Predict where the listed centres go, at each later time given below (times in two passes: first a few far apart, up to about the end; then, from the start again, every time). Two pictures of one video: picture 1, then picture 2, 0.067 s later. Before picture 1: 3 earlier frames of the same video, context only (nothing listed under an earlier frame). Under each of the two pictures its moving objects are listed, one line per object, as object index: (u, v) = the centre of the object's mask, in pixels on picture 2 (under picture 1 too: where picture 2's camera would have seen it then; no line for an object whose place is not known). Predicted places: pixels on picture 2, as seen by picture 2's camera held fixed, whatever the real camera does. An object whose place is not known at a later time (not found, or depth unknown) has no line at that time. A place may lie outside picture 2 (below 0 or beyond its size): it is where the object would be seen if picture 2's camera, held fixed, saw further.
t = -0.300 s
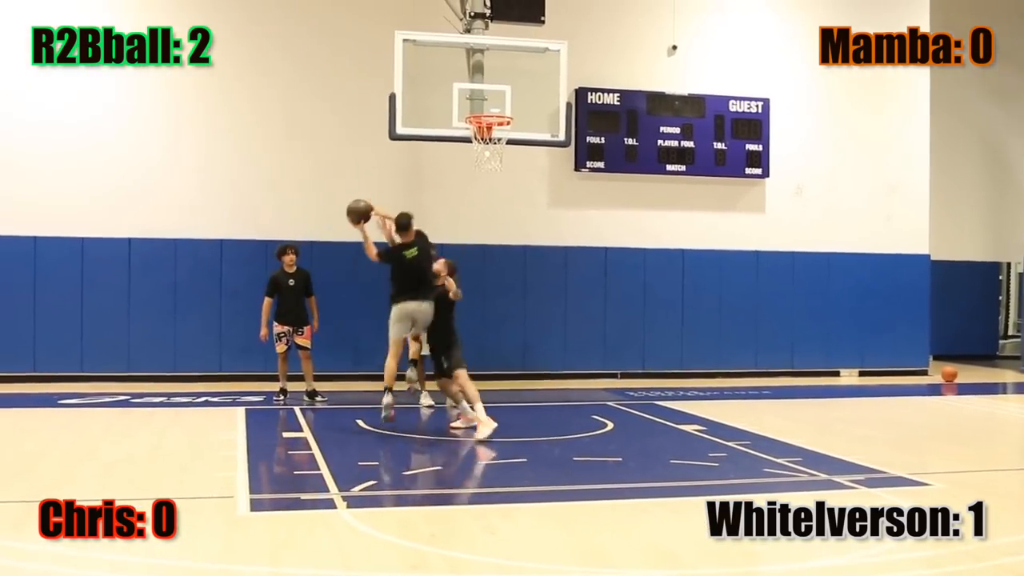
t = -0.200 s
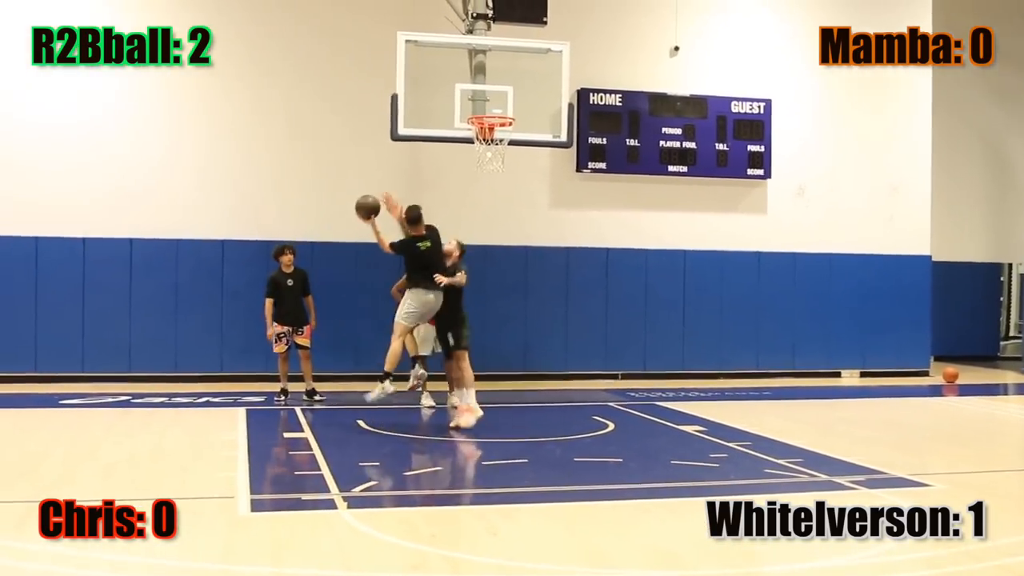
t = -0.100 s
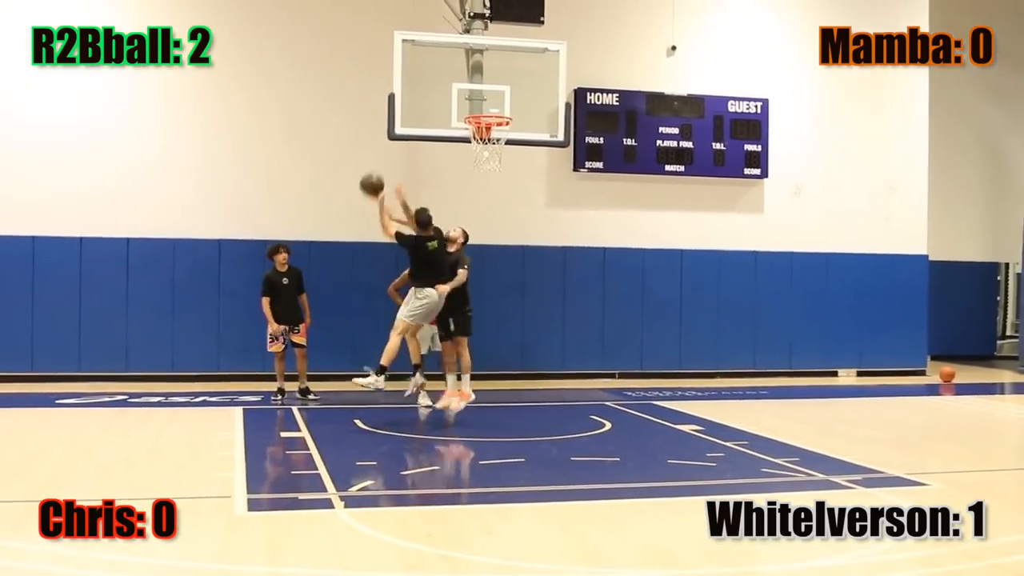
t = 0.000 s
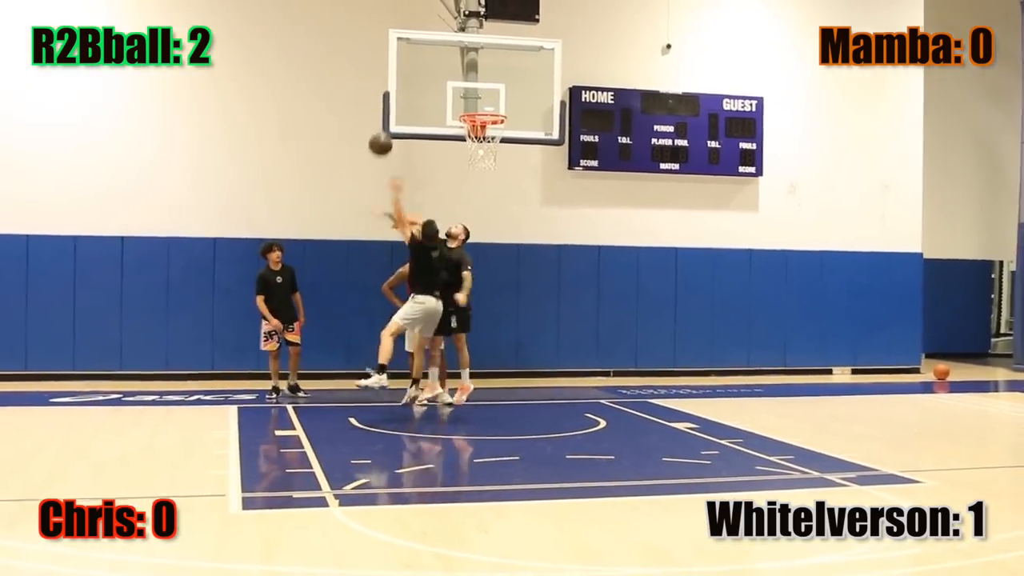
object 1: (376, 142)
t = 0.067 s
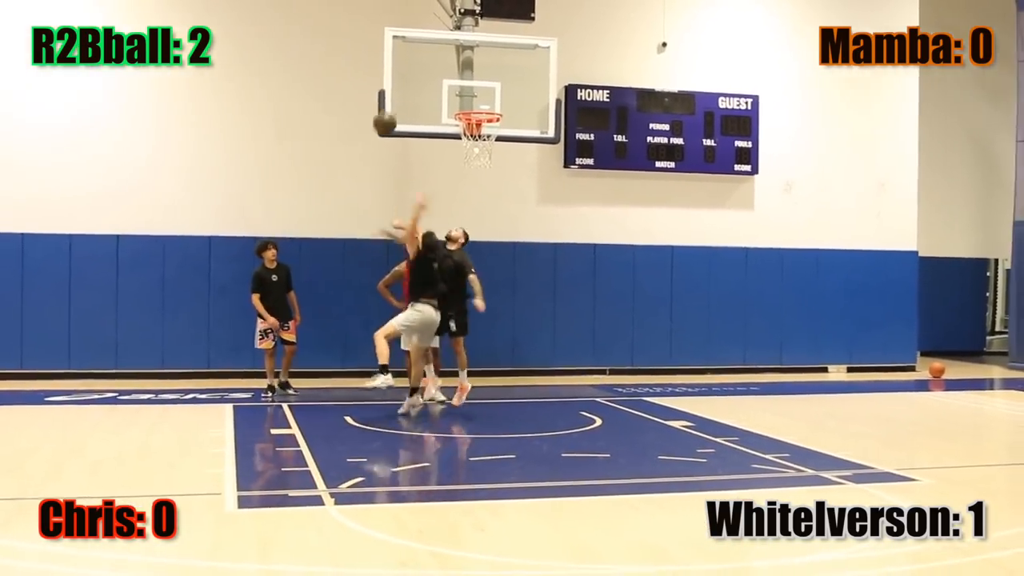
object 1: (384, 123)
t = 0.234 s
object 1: (405, 92)
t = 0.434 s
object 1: (430, 90)
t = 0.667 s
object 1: (458, 138)
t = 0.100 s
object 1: (389, 114)
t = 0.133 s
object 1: (394, 107)
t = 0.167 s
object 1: (397, 101)
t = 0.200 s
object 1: (401, 96)
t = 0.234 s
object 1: (405, 92)
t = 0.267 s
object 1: (409, 90)
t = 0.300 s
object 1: (413, 88)
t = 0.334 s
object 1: (417, 87)
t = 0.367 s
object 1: (422, 87)
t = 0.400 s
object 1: (426, 88)
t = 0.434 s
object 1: (430, 90)
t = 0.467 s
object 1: (433, 93)
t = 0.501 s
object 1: (438, 98)
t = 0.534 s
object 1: (443, 103)
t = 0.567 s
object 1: (447, 110)
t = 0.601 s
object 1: (451, 118)
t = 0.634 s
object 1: (455, 127)
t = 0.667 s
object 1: (458, 138)
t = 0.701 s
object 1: (463, 149)
